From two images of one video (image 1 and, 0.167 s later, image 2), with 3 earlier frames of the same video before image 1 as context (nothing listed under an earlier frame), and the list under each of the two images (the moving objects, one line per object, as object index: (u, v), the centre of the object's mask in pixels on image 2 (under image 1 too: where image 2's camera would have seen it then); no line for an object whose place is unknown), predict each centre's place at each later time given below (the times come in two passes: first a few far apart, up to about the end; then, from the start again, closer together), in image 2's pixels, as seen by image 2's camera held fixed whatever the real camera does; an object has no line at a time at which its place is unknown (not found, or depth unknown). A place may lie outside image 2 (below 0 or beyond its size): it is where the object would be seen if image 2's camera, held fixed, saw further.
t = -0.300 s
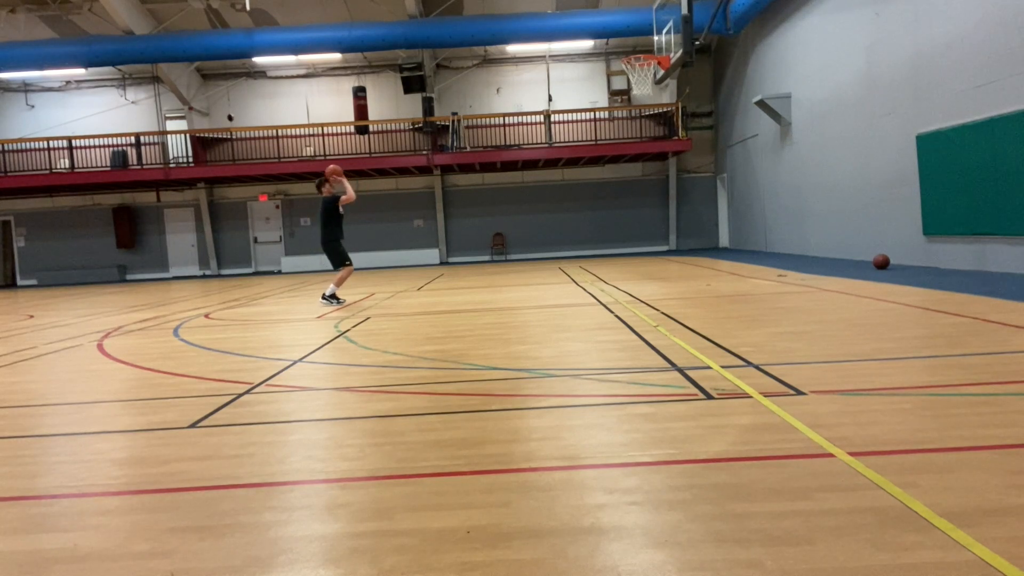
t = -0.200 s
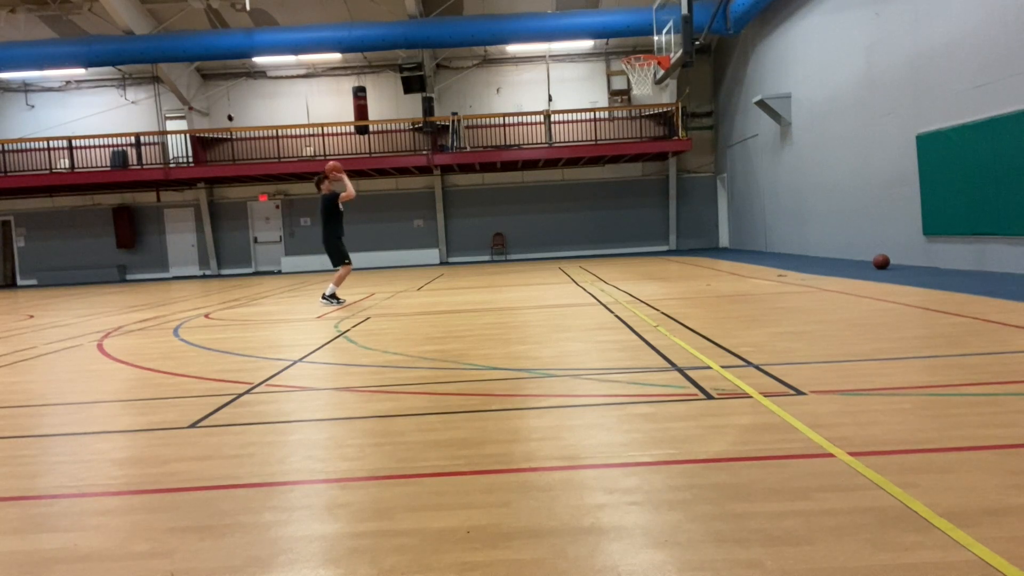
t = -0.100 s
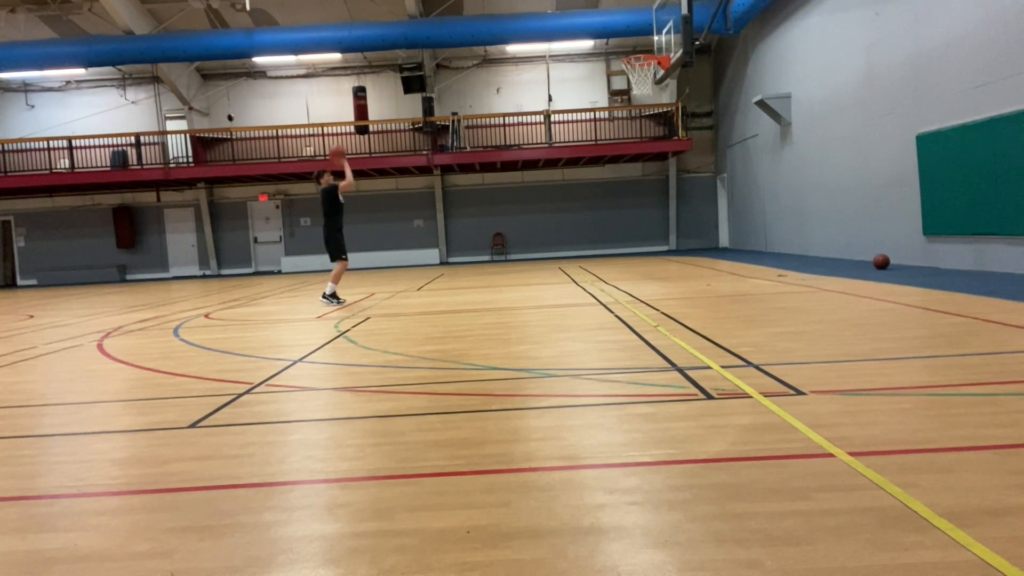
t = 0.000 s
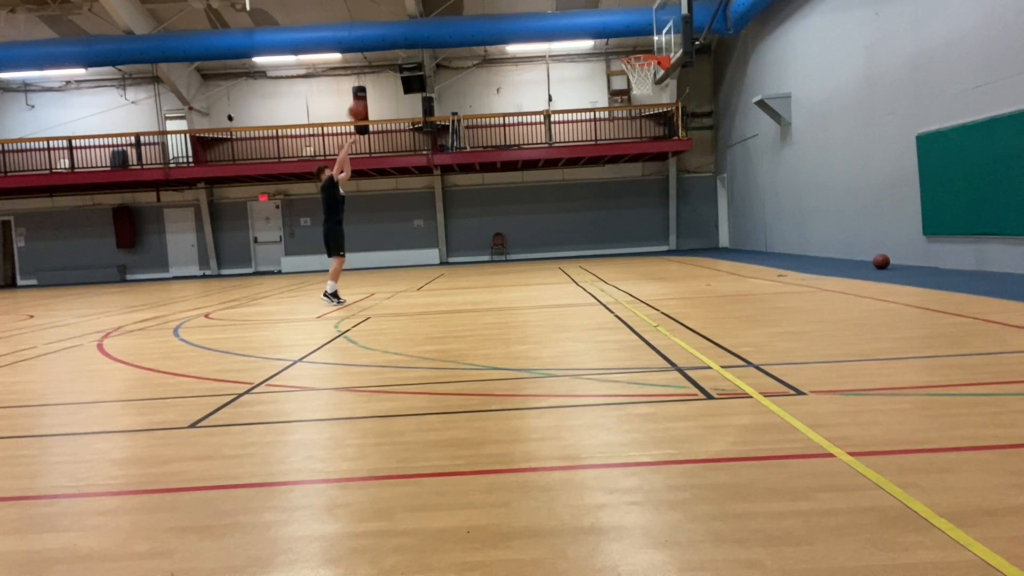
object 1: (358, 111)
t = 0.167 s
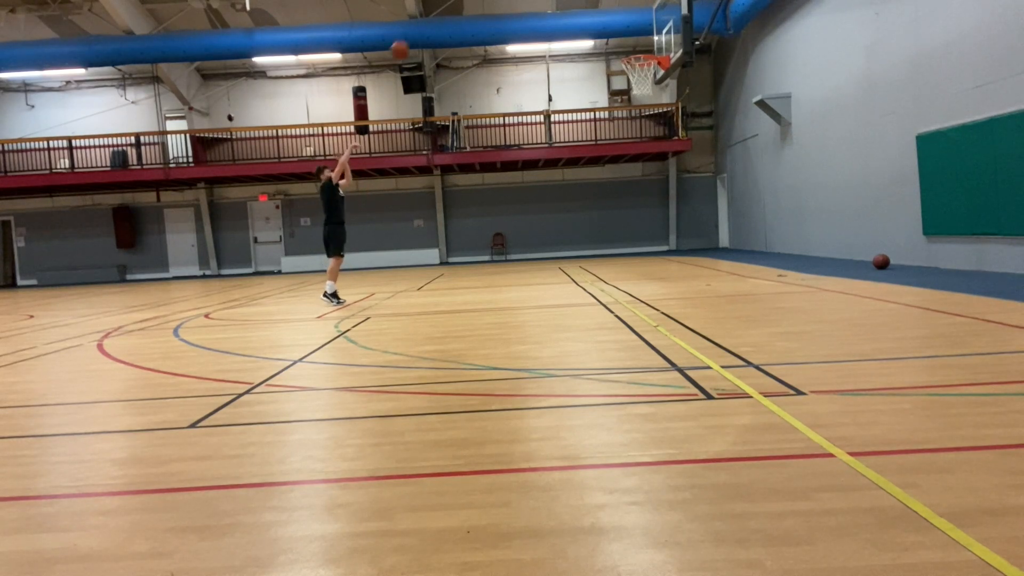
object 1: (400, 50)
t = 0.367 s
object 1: (453, 7)
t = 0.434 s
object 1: (470, 2)
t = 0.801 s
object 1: (572, 8)
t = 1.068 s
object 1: (648, 76)
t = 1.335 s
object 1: (683, 138)
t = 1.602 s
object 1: (720, 244)
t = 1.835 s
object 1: (723, 219)
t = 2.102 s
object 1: (716, 169)
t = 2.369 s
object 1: (709, 170)
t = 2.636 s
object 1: (704, 221)
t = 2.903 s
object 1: (699, 252)
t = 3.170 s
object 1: (690, 217)
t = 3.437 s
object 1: (684, 232)
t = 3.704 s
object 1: (679, 267)
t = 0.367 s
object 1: (453, 7)
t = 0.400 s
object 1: (462, 4)
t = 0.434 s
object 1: (470, 2)
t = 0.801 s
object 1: (572, 8)
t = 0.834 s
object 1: (582, 12)
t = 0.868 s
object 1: (591, 20)
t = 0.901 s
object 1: (601, 28)
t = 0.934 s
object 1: (609, 35)
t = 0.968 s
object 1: (619, 45)
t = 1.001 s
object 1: (627, 51)
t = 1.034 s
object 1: (637, 66)
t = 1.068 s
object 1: (648, 76)
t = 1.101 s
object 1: (652, 84)
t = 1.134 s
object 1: (657, 88)
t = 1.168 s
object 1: (661, 95)
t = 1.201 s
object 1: (666, 102)
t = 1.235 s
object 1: (669, 112)
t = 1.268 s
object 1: (674, 119)
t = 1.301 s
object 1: (680, 129)
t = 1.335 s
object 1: (683, 138)
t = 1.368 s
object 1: (687, 148)
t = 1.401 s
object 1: (691, 160)
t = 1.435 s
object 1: (697, 172)
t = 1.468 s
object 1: (701, 185)
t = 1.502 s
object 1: (707, 199)
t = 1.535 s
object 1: (711, 214)
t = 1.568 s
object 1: (715, 228)
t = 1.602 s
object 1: (720, 244)
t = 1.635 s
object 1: (725, 259)
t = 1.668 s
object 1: (729, 275)
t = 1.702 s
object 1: (728, 263)
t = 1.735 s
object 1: (727, 252)
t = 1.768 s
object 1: (725, 241)
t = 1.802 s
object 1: (725, 230)
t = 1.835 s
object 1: (723, 219)
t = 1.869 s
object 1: (723, 210)
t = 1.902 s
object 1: (722, 202)
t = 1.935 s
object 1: (720, 194)
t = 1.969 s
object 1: (720, 187)
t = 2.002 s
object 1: (718, 181)
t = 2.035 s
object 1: (718, 177)
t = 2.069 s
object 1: (717, 172)
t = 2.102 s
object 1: (716, 169)
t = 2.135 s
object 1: (715, 167)
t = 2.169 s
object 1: (714, 165)
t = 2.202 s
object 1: (713, 164)
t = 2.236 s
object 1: (712, 163)
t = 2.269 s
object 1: (711, 164)
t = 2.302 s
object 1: (710, 165)
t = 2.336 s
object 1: (710, 167)
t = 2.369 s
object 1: (709, 170)
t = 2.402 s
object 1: (708, 174)
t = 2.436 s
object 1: (708, 178)
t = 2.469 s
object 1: (707, 183)
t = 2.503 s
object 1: (706, 189)
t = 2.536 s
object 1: (706, 196)
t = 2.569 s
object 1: (705, 204)
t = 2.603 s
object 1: (705, 212)
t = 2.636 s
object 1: (704, 221)
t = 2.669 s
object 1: (703, 231)
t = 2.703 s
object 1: (703, 242)
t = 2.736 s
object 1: (703, 252)
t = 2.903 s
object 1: (699, 252)
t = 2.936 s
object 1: (698, 246)
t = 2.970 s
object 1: (697, 239)
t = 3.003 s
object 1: (695, 233)
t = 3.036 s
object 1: (694, 228)
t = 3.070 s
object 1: (693, 224)
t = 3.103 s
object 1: (692, 221)
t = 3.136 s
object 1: (691, 218)
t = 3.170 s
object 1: (690, 217)
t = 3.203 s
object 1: (689, 216)
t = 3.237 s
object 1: (688, 216)
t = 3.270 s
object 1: (688, 217)
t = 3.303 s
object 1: (687, 218)
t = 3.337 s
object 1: (686, 220)
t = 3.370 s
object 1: (685, 223)
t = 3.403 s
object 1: (685, 227)
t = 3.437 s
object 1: (684, 232)
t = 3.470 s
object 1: (683, 236)
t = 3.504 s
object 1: (682, 243)
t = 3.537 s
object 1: (682, 249)
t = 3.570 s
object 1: (681, 256)
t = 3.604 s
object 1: (681, 265)
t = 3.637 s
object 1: (680, 273)
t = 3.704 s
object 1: (679, 267)
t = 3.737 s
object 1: (678, 261)
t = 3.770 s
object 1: (677, 256)
